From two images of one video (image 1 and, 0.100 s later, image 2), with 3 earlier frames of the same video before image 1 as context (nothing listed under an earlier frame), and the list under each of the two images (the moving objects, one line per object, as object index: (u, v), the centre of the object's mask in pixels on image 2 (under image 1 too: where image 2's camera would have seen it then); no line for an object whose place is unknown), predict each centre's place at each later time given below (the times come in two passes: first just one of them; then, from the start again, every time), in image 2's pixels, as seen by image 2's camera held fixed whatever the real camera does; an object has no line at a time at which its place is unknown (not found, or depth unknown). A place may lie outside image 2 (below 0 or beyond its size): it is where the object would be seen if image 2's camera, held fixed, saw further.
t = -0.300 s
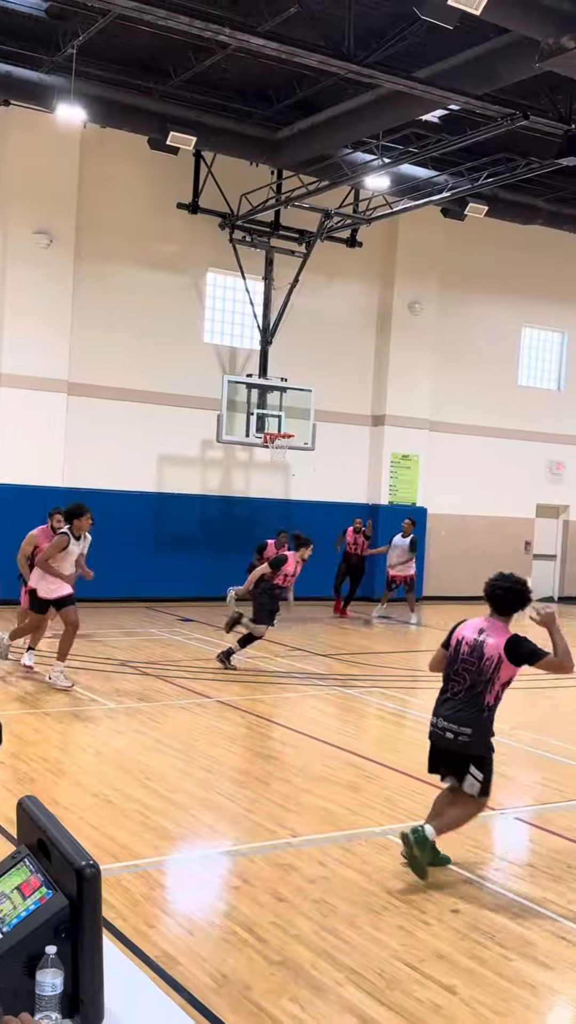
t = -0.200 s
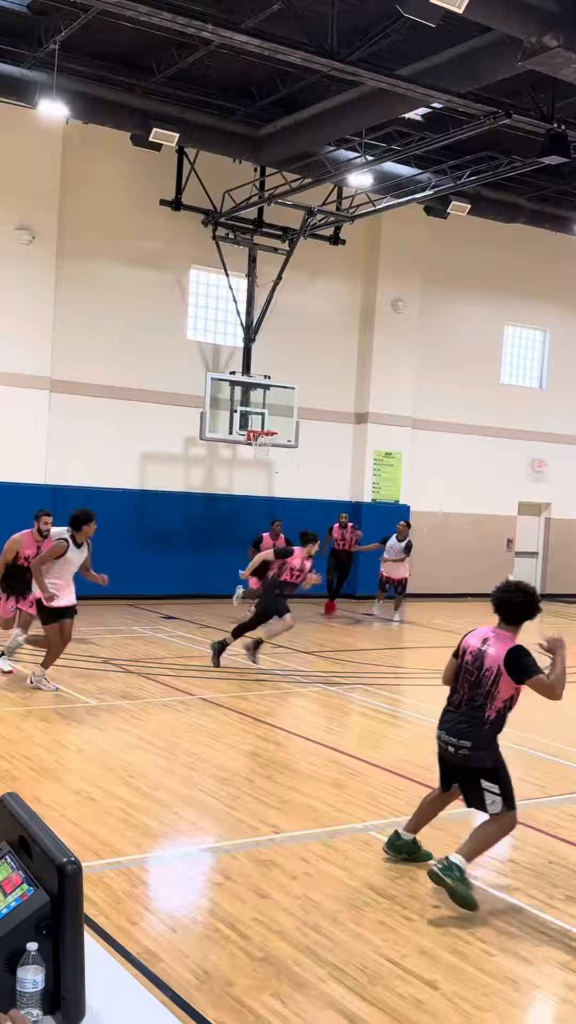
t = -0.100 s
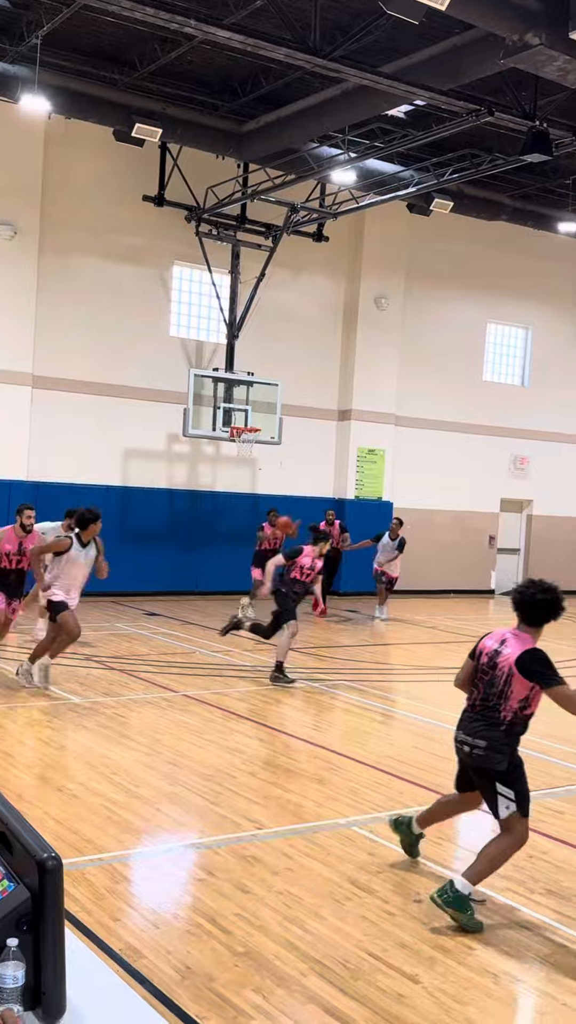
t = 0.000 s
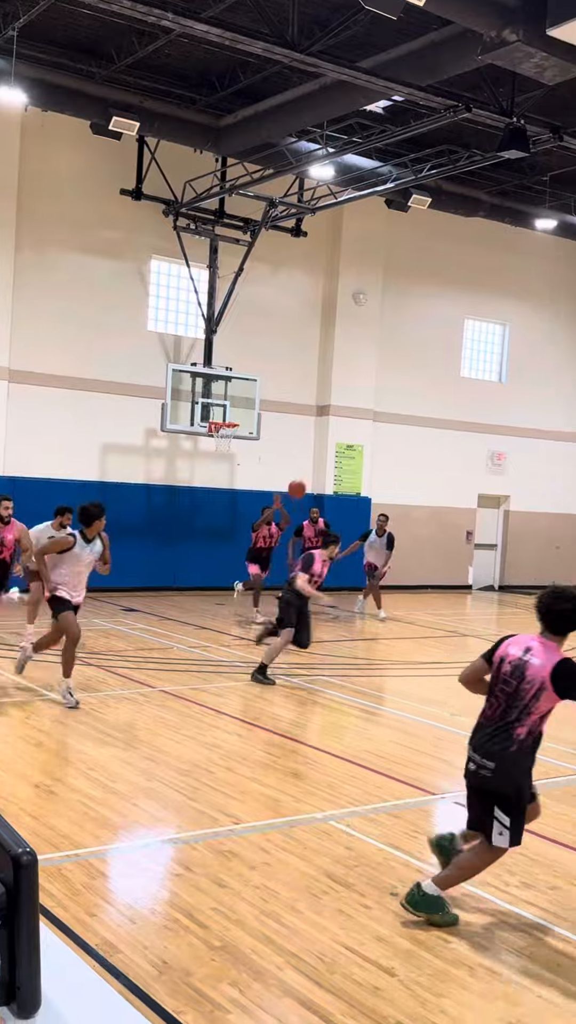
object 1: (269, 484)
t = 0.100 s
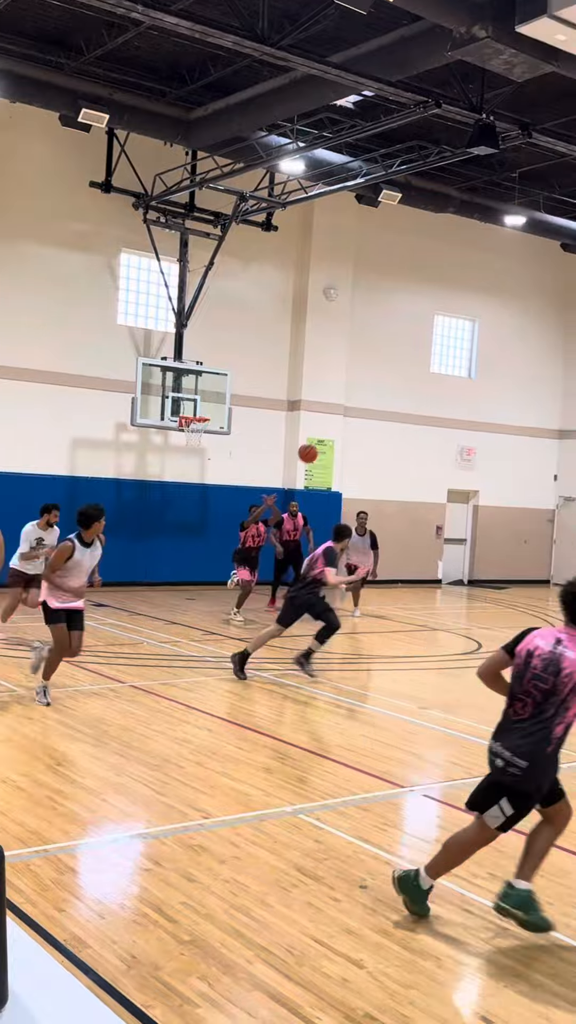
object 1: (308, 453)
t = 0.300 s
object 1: (404, 398)
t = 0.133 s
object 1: (322, 444)
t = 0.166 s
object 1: (336, 434)
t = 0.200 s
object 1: (352, 425)
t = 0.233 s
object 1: (368, 416)
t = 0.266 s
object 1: (385, 406)
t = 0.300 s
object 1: (404, 398)
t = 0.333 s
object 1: (424, 390)
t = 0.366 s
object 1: (444, 382)
